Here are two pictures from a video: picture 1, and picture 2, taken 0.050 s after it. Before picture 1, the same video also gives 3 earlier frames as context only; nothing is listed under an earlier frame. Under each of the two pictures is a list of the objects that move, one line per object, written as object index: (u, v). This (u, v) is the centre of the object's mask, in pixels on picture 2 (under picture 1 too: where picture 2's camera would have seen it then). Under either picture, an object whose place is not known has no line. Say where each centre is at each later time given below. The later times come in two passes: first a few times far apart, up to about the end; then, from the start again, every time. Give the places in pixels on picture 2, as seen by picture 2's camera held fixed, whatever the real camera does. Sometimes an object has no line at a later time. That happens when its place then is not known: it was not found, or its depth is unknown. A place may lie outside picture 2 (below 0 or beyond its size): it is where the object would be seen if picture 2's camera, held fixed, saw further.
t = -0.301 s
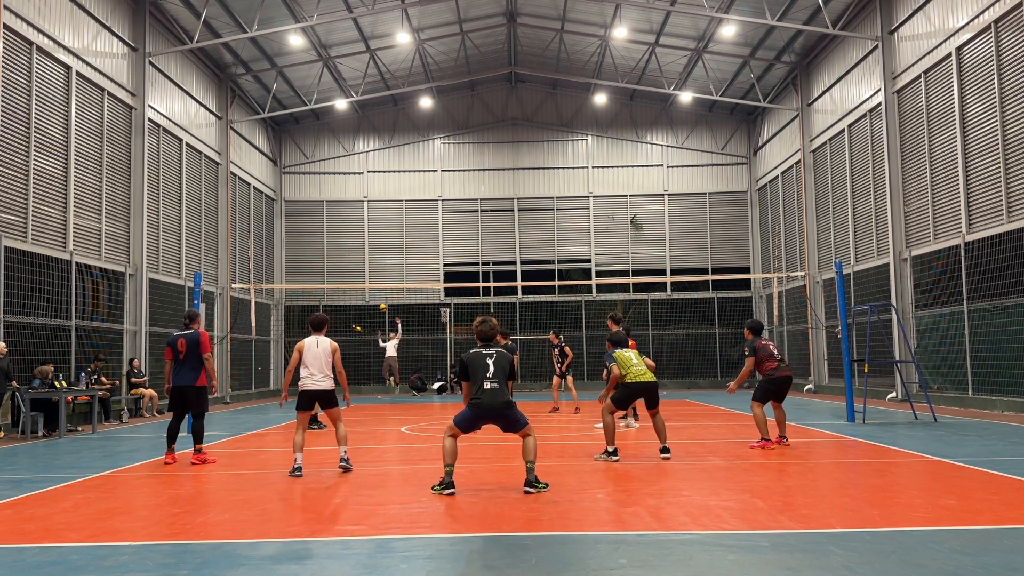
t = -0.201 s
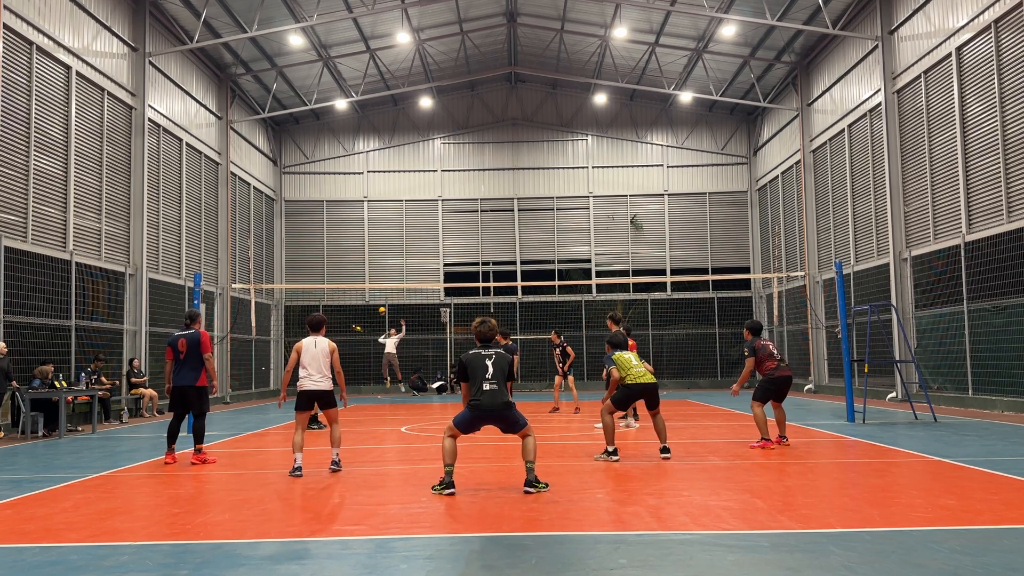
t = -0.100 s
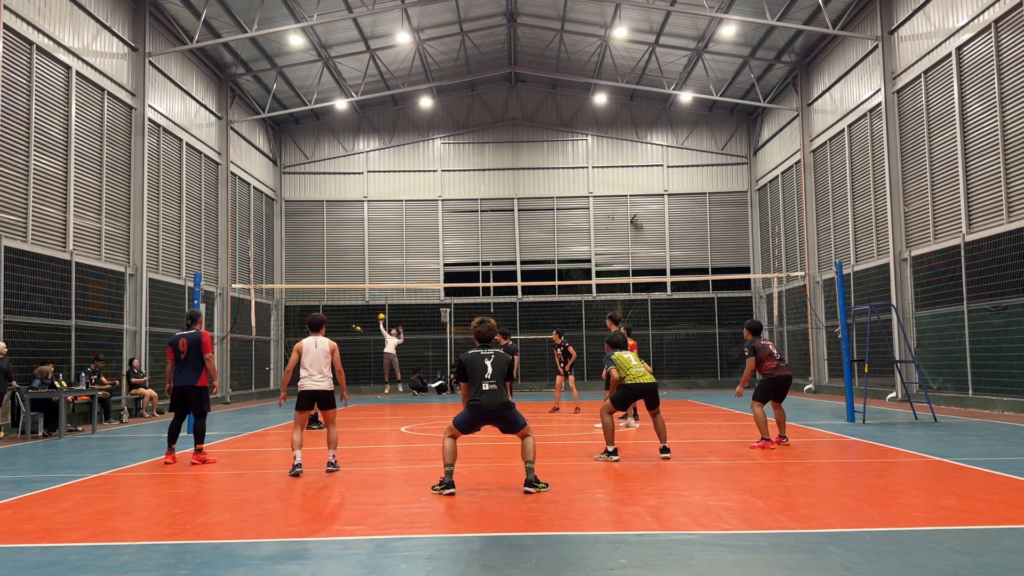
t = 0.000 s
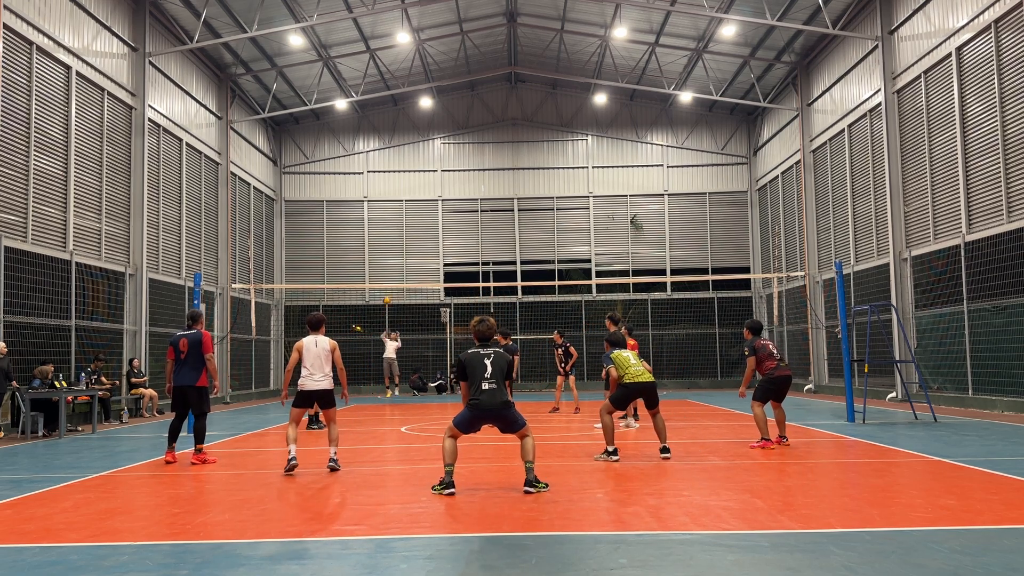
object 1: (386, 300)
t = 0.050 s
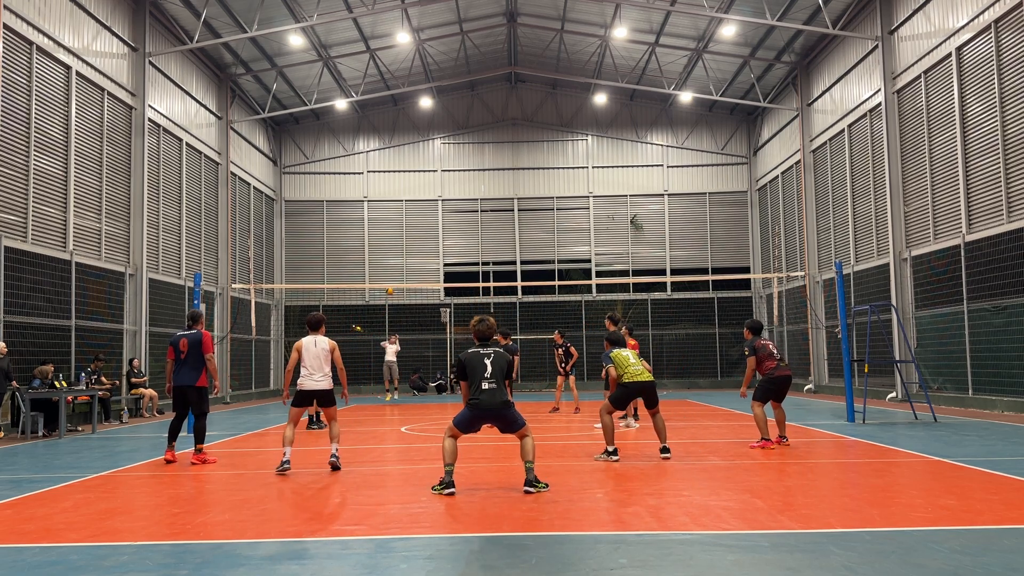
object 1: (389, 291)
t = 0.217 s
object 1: (402, 262)
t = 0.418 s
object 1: (422, 241)
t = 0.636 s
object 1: (445, 239)
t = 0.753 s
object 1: (460, 252)
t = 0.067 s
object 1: (391, 289)
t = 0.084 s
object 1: (391, 282)
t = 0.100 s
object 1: (393, 280)
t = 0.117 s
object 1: (394, 278)
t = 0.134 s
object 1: (395, 275)
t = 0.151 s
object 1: (397, 273)
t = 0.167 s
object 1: (398, 270)
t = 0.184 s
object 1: (399, 267)
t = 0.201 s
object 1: (401, 264)
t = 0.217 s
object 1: (402, 262)
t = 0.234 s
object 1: (403, 260)
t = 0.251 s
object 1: (405, 258)
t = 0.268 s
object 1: (407, 255)
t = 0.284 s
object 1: (408, 254)
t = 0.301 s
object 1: (410, 252)
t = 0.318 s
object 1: (412, 250)
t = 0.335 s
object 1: (414, 248)
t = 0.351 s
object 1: (415, 246)
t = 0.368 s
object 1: (417, 245)
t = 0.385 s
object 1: (419, 244)
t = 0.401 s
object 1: (420, 242)
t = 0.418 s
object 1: (422, 241)
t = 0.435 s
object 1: (424, 240)
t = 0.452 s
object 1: (426, 240)
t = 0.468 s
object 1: (427, 239)
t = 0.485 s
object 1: (429, 238)
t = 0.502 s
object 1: (431, 238)
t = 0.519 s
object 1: (433, 237)
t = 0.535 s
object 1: (434, 237)
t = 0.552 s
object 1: (436, 237)
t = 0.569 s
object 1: (438, 237)
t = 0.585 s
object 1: (439, 237)
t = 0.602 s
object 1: (441, 238)
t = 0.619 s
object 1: (443, 239)
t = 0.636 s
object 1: (445, 239)
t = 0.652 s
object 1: (447, 241)
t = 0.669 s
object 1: (449, 242)
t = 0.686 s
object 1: (451, 243)
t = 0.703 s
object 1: (453, 245)
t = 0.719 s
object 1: (455, 247)
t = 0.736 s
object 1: (457, 249)
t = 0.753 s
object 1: (460, 252)
